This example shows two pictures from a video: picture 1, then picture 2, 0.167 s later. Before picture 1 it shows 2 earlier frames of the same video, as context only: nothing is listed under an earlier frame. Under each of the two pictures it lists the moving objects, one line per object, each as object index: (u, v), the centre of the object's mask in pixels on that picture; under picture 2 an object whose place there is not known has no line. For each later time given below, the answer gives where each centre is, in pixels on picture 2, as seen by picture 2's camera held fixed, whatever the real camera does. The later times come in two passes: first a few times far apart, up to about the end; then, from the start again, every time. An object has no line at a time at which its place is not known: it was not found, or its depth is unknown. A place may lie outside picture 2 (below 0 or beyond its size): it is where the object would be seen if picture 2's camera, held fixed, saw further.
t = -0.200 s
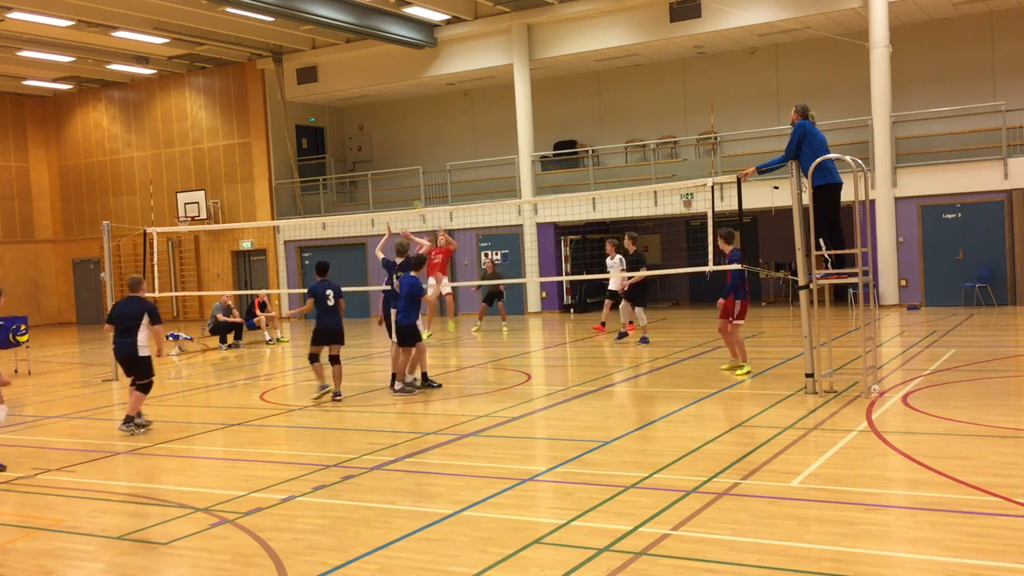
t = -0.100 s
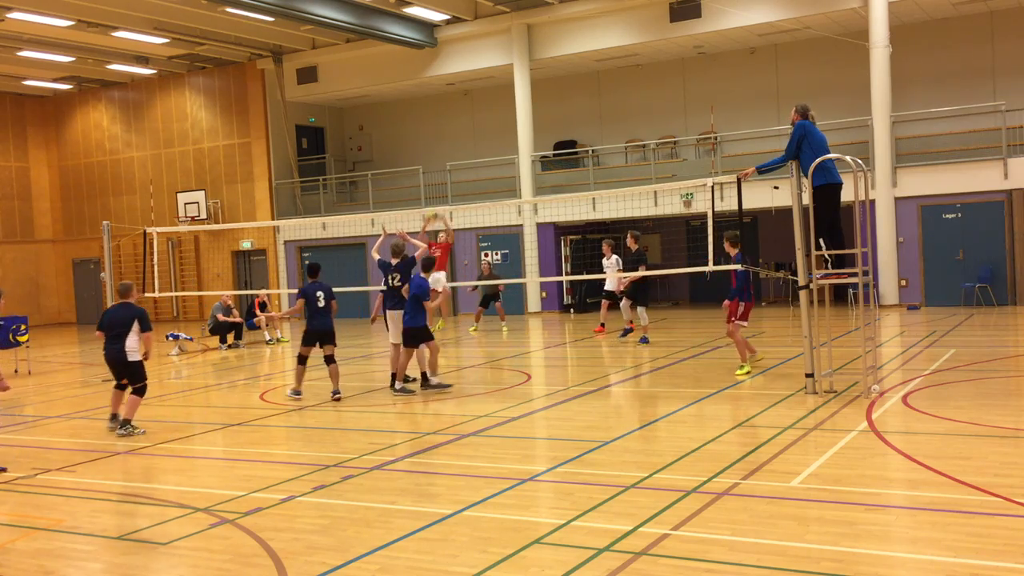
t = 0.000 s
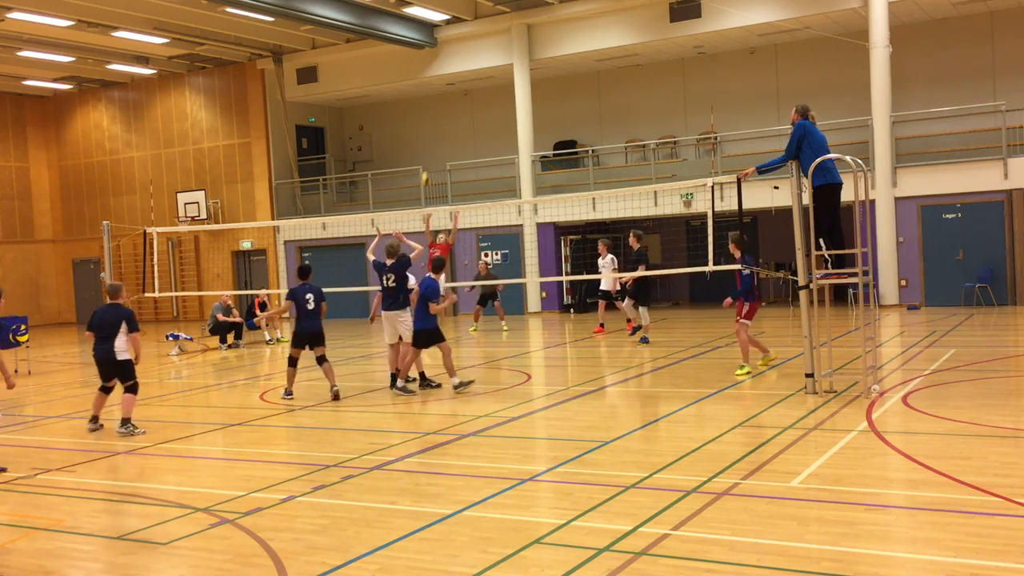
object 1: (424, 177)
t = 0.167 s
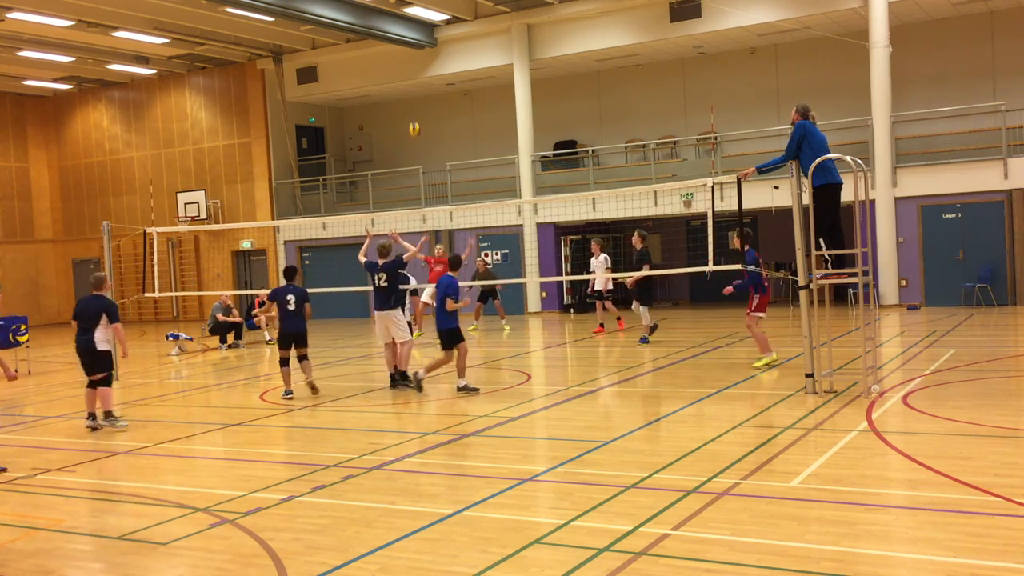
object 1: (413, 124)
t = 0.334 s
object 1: (403, 90)
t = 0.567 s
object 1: (390, 68)
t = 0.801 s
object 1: (377, 75)
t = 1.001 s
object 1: (368, 109)
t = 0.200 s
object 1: (411, 117)
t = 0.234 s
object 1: (409, 110)
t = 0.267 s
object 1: (407, 103)
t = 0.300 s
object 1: (405, 97)
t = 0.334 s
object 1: (403, 90)
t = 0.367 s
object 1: (401, 86)
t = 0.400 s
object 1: (399, 81)
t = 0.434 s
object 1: (397, 77)
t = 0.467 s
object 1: (396, 73)
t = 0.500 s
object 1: (394, 72)
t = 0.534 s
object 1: (392, 70)
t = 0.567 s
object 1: (390, 68)
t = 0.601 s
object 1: (388, 66)
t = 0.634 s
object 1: (386, 66)
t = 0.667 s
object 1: (384, 68)
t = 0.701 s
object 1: (383, 68)
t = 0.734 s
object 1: (380, 70)
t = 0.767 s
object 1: (378, 73)
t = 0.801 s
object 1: (377, 75)
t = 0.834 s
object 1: (375, 79)
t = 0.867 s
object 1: (374, 84)
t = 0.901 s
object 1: (373, 89)
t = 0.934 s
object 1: (371, 95)
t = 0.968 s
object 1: (369, 101)
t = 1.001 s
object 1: (368, 109)
